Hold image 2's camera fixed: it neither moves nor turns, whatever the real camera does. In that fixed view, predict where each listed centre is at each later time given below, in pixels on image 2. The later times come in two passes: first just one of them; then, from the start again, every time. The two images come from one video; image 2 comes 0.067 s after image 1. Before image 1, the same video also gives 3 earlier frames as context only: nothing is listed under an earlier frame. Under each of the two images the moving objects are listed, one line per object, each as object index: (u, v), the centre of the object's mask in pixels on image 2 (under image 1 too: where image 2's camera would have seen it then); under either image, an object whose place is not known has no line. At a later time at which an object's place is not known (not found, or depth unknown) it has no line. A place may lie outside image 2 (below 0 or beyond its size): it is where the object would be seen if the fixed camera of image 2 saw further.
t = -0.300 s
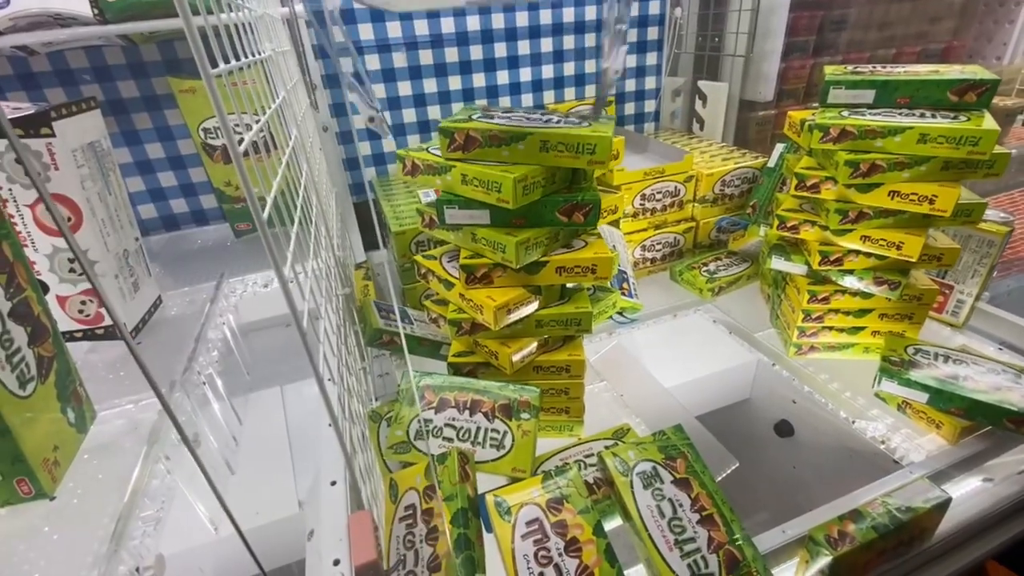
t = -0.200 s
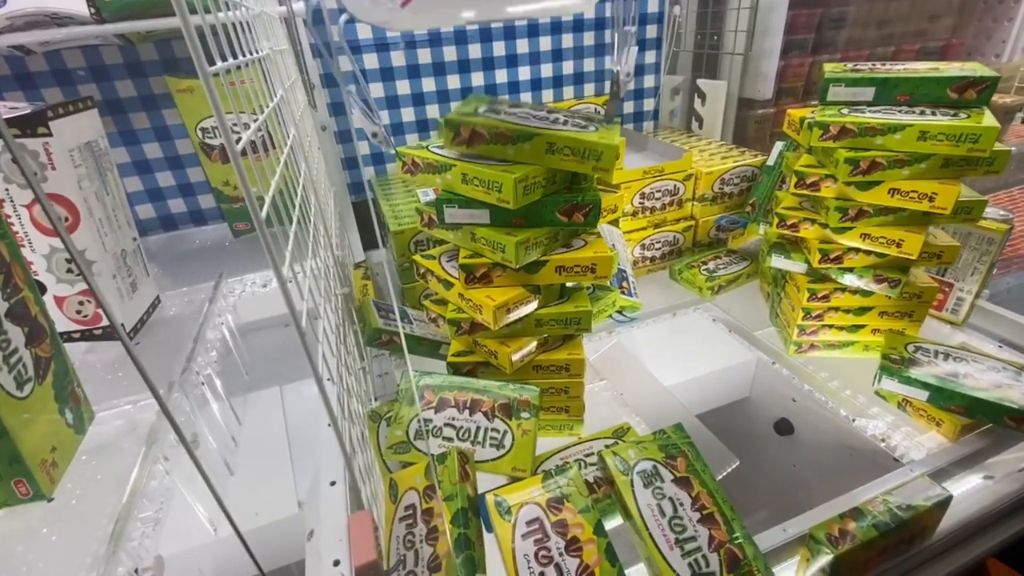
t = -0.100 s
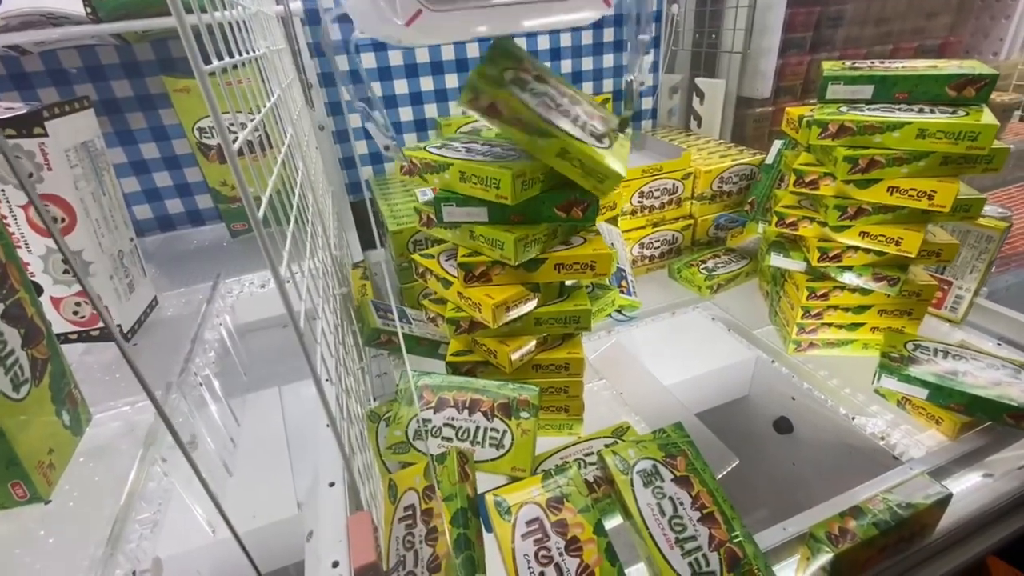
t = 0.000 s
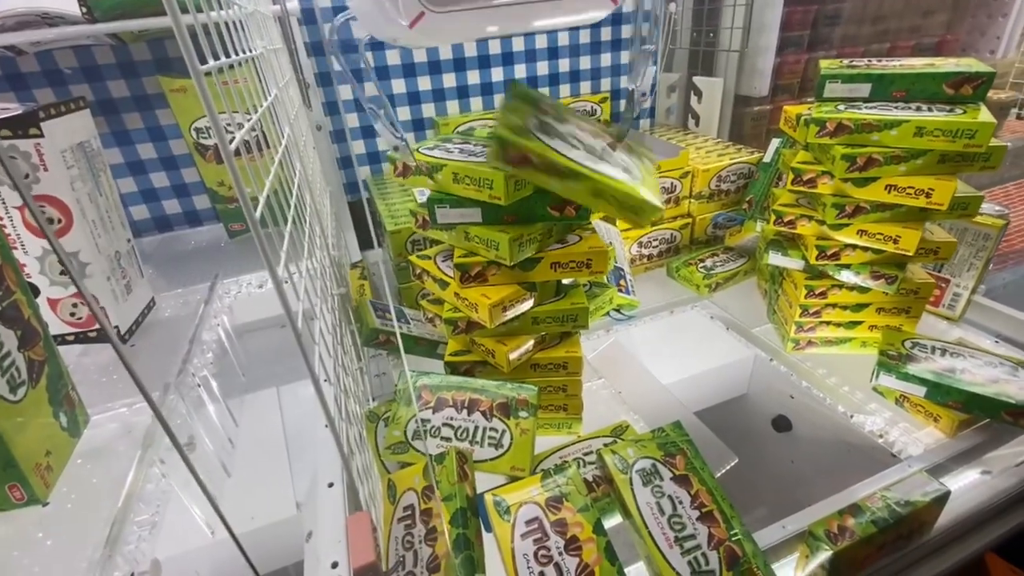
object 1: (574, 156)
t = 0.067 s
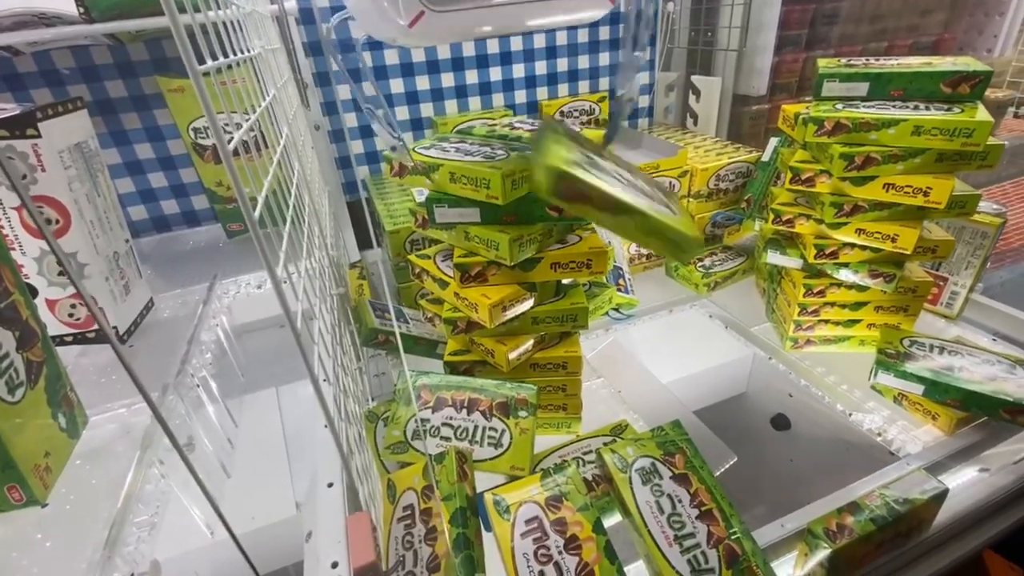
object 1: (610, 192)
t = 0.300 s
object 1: (750, 470)
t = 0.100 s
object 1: (633, 216)
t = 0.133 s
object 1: (657, 248)
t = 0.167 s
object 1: (691, 303)
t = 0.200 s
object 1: (715, 360)
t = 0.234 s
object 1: (735, 422)
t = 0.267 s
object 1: (752, 461)
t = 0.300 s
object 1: (750, 470)
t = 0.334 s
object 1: (743, 474)
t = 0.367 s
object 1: (737, 475)
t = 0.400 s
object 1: (733, 479)
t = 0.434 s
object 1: (728, 484)
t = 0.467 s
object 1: (724, 486)
